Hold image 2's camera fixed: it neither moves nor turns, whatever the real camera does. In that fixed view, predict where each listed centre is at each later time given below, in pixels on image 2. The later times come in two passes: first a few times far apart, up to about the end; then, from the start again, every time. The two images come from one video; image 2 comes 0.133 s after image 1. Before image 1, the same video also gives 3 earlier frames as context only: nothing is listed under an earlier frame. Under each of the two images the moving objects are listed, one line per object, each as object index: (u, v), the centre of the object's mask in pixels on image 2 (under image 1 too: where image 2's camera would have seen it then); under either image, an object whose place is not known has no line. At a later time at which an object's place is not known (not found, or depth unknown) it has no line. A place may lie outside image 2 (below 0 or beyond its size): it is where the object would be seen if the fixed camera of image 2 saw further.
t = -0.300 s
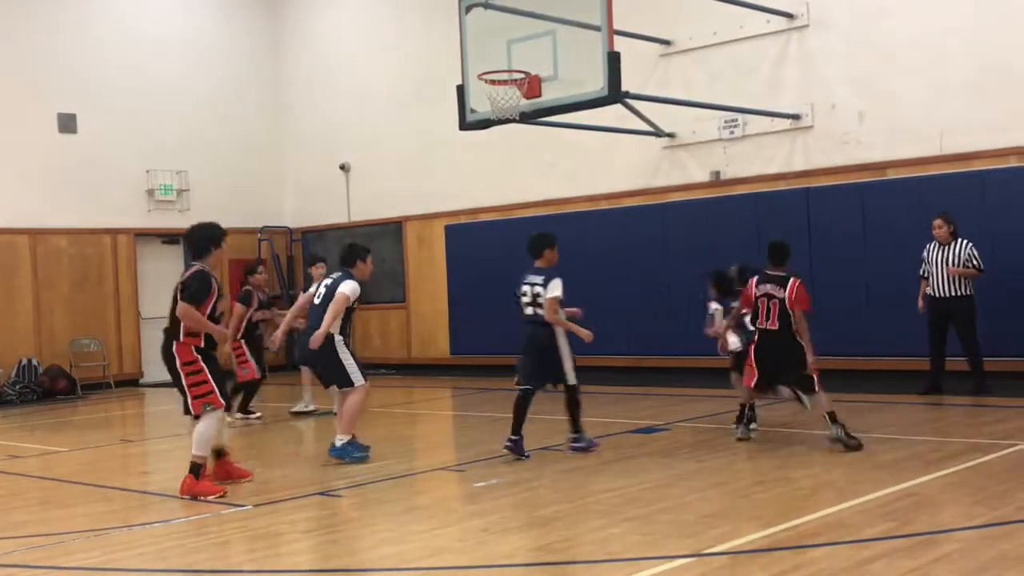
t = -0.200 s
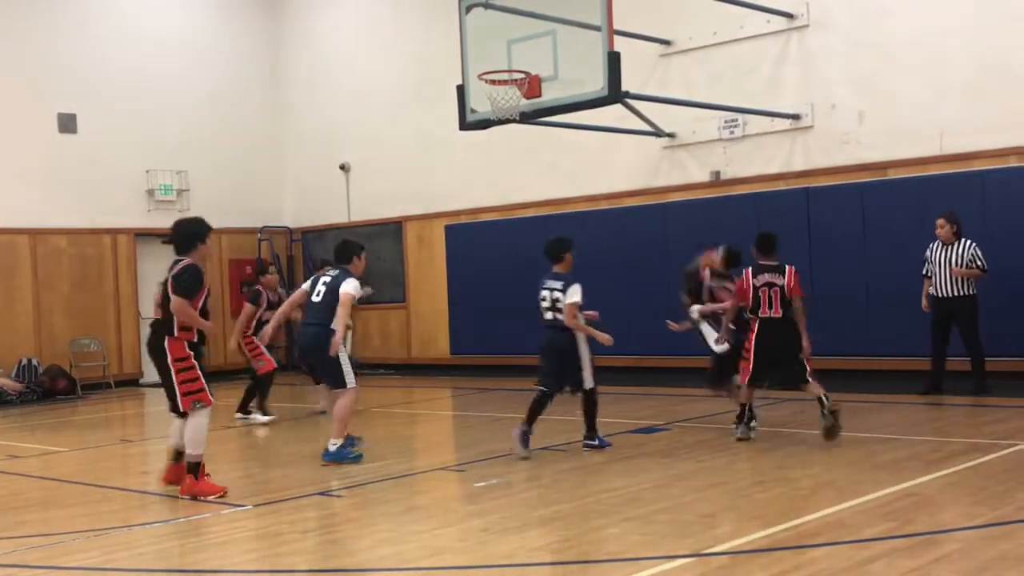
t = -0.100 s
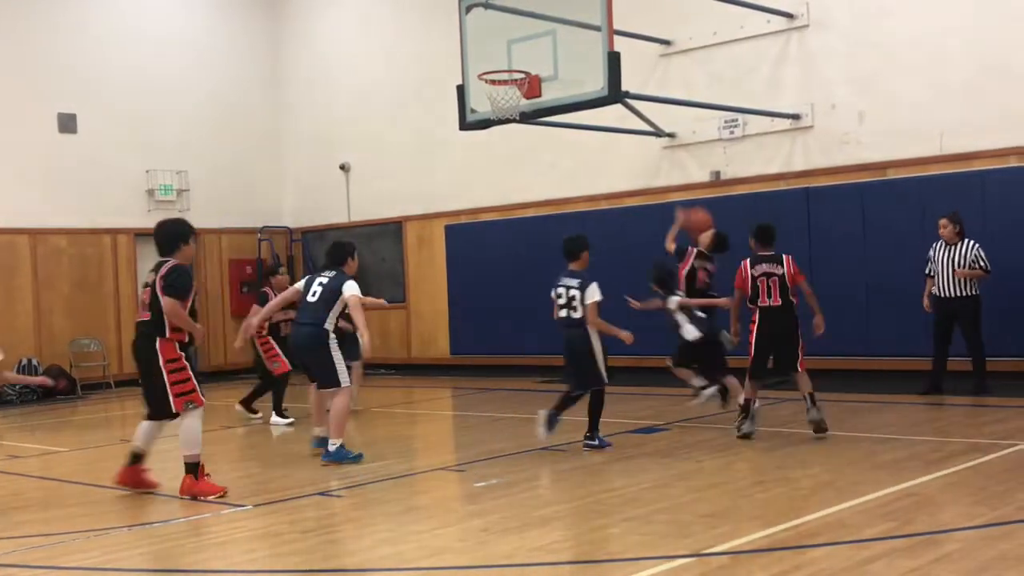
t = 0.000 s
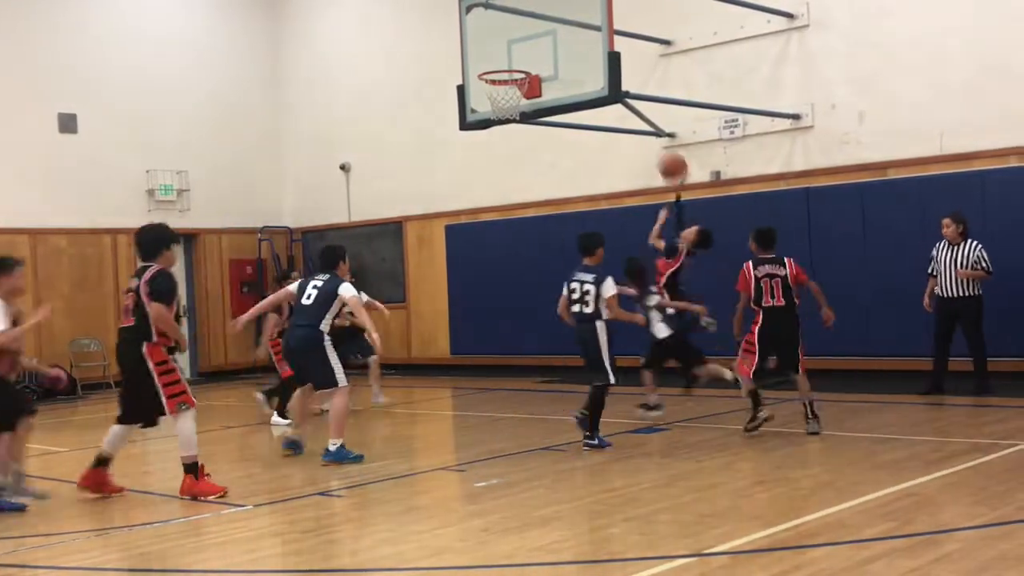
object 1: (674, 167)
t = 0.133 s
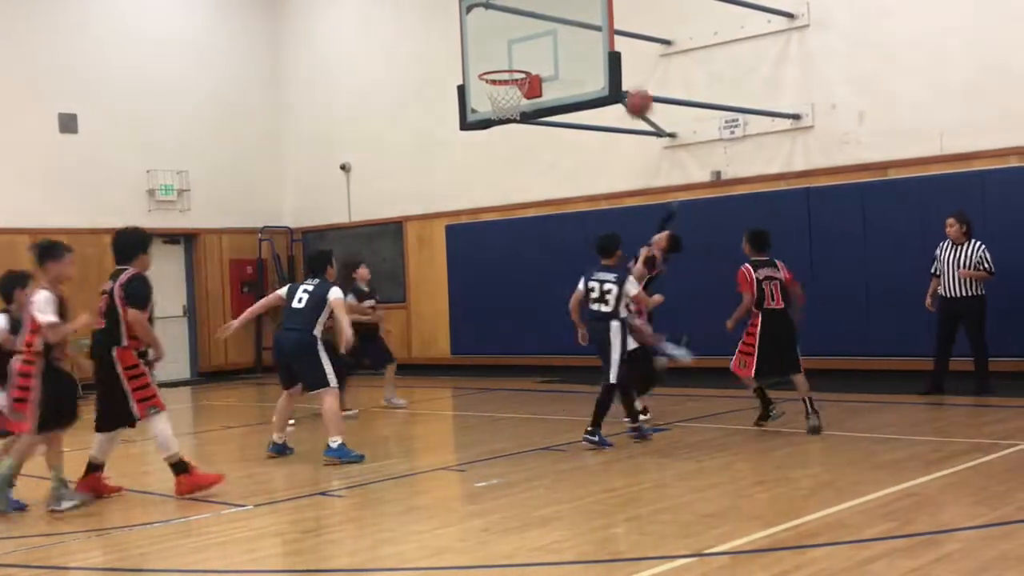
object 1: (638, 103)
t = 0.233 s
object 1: (612, 71)
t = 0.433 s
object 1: (566, 41)
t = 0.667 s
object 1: (521, 57)
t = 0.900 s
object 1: (498, 64)
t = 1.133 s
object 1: (505, 83)
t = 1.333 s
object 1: (508, 100)
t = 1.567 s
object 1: (504, 155)
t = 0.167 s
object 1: (628, 89)
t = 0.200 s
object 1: (620, 80)
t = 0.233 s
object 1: (612, 71)
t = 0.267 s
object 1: (604, 63)
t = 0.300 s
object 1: (597, 56)
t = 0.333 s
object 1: (587, 50)
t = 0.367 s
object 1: (580, 46)
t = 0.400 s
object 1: (573, 43)
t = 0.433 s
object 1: (566, 41)
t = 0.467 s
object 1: (559, 41)
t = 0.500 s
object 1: (552, 42)
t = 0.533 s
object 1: (545, 44)
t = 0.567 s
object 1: (538, 48)
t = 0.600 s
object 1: (532, 52)
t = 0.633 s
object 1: (526, 57)
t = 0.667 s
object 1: (521, 57)
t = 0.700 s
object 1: (517, 54)
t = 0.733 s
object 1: (514, 53)
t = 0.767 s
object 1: (511, 53)
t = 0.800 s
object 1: (508, 54)
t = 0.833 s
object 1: (504, 57)
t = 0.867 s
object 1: (502, 59)
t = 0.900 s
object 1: (498, 64)
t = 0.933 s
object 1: (495, 71)
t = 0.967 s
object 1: (495, 72)
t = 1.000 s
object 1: (496, 72)
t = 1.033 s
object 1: (497, 73)
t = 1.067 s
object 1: (500, 74)
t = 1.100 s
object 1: (503, 77)
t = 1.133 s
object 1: (505, 83)
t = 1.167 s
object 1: (508, 86)
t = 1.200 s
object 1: (508, 90)
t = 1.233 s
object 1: (509, 91)
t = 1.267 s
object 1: (508, 94)
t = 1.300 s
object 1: (508, 97)
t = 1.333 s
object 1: (508, 100)
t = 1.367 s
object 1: (508, 102)
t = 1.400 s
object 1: (507, 109)
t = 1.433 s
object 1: (507, 117)
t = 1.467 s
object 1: (506, 125)
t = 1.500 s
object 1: (505, 134)
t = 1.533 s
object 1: (504, 143)
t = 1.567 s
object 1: (504, 155)
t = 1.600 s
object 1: (504, 167)
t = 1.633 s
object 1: (503, 180)
